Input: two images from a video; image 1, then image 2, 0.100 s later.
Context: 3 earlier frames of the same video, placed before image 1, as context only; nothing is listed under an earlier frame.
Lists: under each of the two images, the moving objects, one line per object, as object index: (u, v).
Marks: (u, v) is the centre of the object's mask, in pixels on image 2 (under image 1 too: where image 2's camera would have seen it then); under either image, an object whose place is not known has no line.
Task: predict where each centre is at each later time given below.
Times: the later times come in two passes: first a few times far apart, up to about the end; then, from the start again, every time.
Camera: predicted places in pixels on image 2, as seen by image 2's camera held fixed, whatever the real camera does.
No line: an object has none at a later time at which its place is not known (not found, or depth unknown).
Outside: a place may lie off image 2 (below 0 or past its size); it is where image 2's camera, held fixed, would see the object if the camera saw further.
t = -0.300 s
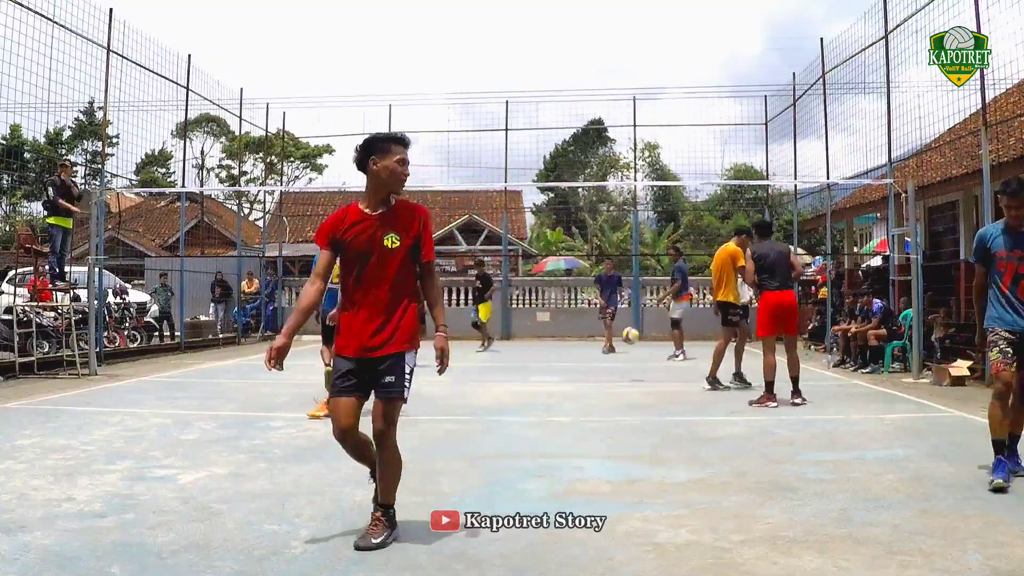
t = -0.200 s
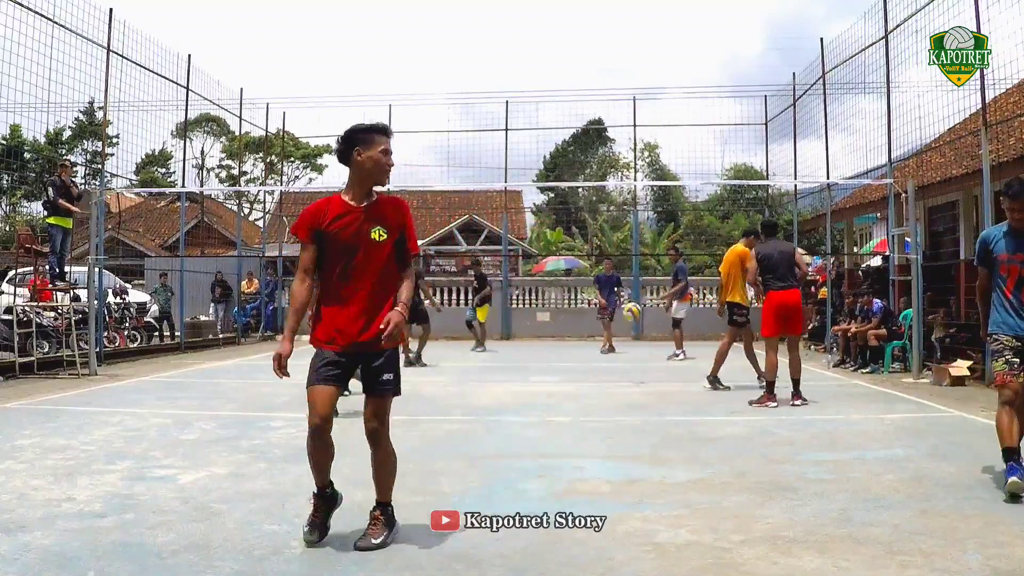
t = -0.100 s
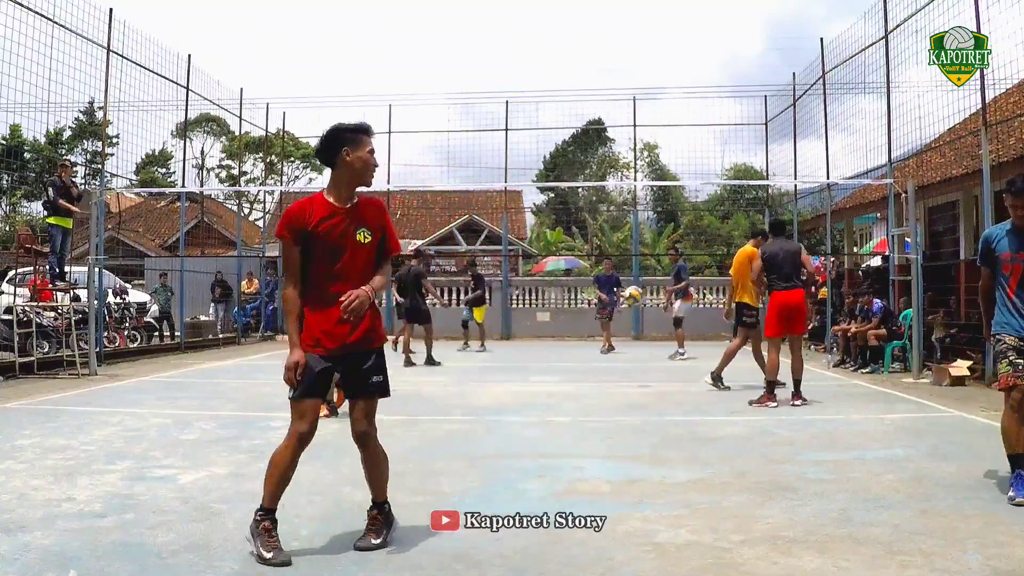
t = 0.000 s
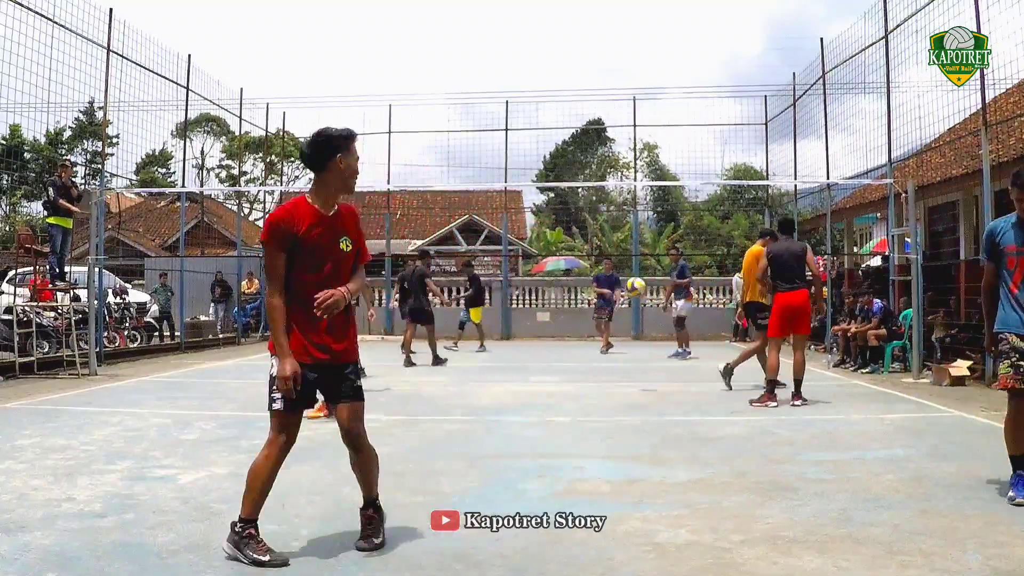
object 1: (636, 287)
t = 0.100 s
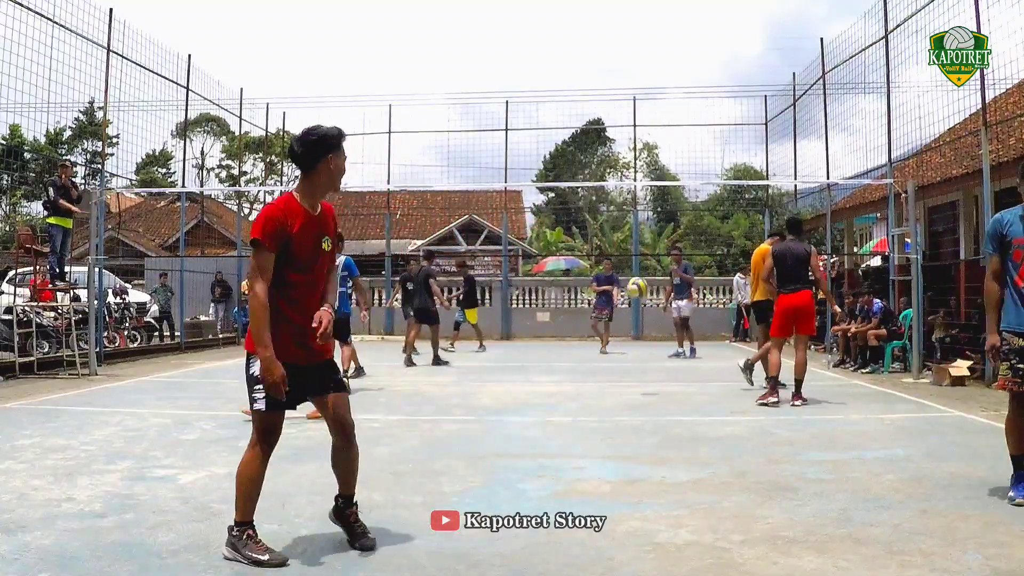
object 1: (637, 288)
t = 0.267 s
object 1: (641, 312)
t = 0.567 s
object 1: (648, 385)
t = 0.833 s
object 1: (655, 329)
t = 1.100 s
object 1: (666, 368)
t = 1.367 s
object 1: (679, 443)
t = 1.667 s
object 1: (706, 413)
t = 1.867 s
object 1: (729, 546)
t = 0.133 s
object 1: (638, 288)
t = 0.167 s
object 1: (639, 292)
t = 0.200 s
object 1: (639, 298)
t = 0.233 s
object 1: (639, 304)
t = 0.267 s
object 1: (641, 312)
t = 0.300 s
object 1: (641, 320)
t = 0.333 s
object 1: (642, 330)
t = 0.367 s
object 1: (643, 341)
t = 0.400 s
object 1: (644, 355)
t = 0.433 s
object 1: (644, 371)
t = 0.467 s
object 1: (645, 387)
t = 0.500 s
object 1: (646, 406)
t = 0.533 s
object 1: (647, 397)
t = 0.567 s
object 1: (648, 385)
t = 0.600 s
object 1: (649, 374)
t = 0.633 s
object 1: (650, 365)
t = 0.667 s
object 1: (651, 355)
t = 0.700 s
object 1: (652, 347)
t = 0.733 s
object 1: (653, 340)
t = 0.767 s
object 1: (654, 335)
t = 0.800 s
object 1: (656, 331)
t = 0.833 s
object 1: (655, 329)
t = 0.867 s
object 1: (657, 327)
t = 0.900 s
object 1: (658, 327)
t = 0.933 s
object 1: (660, 328)
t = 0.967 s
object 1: (661, 333)
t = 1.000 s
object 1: (662, 338)
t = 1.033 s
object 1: (663, 346)
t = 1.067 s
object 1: (665, 355)
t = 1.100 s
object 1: (666, 368)
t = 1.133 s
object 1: (668, 382)
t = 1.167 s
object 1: (669, 399)
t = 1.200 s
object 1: (670, 418)
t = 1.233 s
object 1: (671, 441)
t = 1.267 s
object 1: (673, 467)
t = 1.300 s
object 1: (675, 470)
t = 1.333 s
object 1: (677, 456)
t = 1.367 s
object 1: (679, 443)
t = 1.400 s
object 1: (682, 431)
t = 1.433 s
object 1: (684, 421)
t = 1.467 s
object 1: (687, 413)
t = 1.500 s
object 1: (690, 407)
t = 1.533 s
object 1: (692, 403)
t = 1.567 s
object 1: (696, 401)
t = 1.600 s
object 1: (699, 402)
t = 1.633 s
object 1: (702, 405)
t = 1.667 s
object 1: (706, 413)
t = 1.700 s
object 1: (710, 424)
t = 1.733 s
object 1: (713, 439)
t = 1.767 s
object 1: (717, 458)
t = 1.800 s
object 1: (721, 483)
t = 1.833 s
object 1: (726, 513)
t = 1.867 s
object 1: (729, 546)
